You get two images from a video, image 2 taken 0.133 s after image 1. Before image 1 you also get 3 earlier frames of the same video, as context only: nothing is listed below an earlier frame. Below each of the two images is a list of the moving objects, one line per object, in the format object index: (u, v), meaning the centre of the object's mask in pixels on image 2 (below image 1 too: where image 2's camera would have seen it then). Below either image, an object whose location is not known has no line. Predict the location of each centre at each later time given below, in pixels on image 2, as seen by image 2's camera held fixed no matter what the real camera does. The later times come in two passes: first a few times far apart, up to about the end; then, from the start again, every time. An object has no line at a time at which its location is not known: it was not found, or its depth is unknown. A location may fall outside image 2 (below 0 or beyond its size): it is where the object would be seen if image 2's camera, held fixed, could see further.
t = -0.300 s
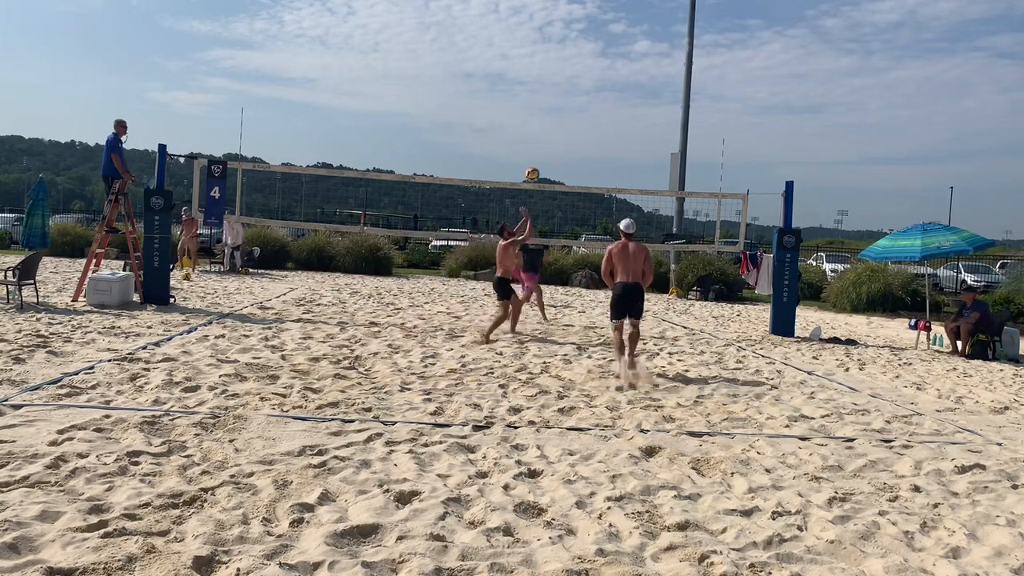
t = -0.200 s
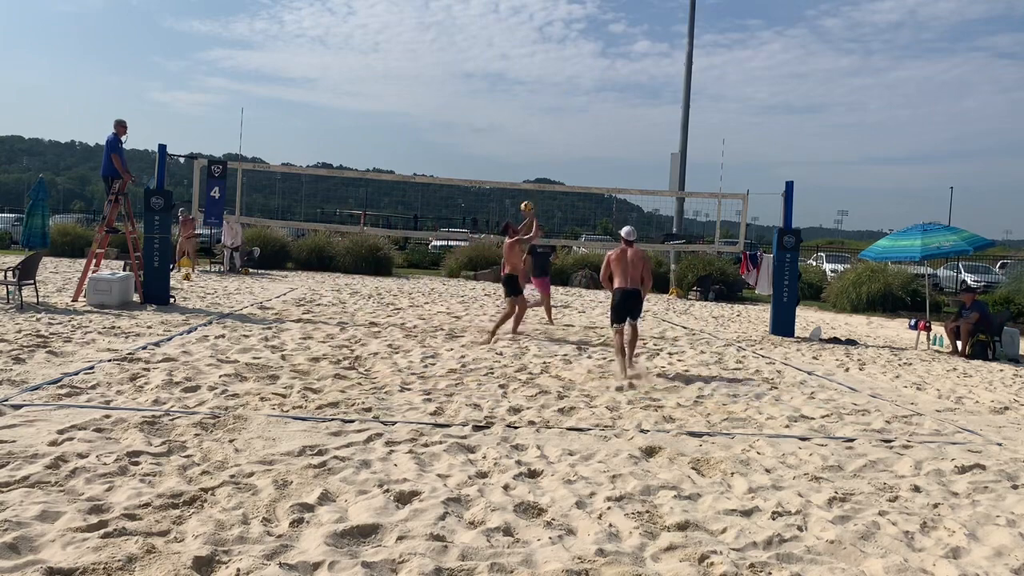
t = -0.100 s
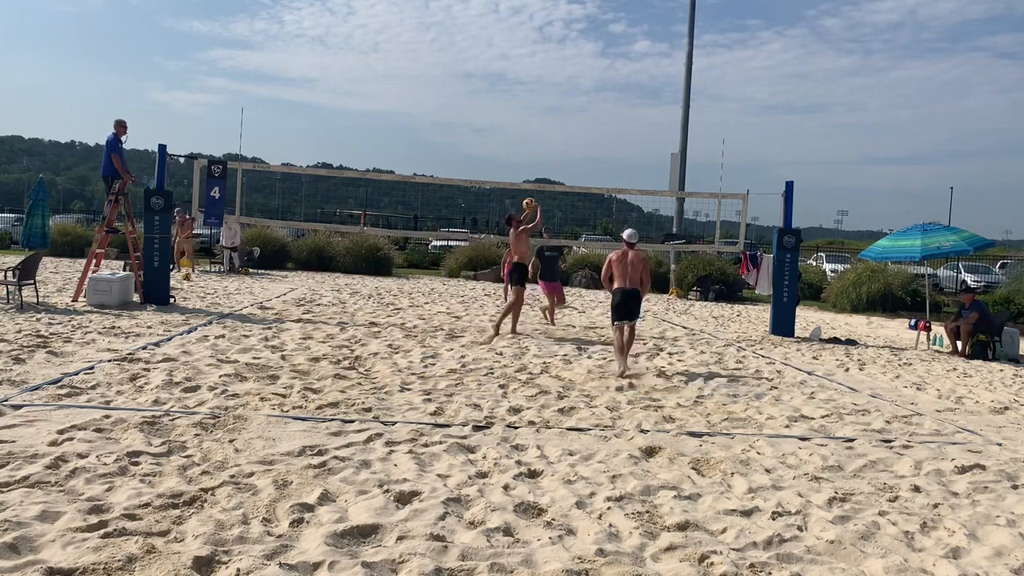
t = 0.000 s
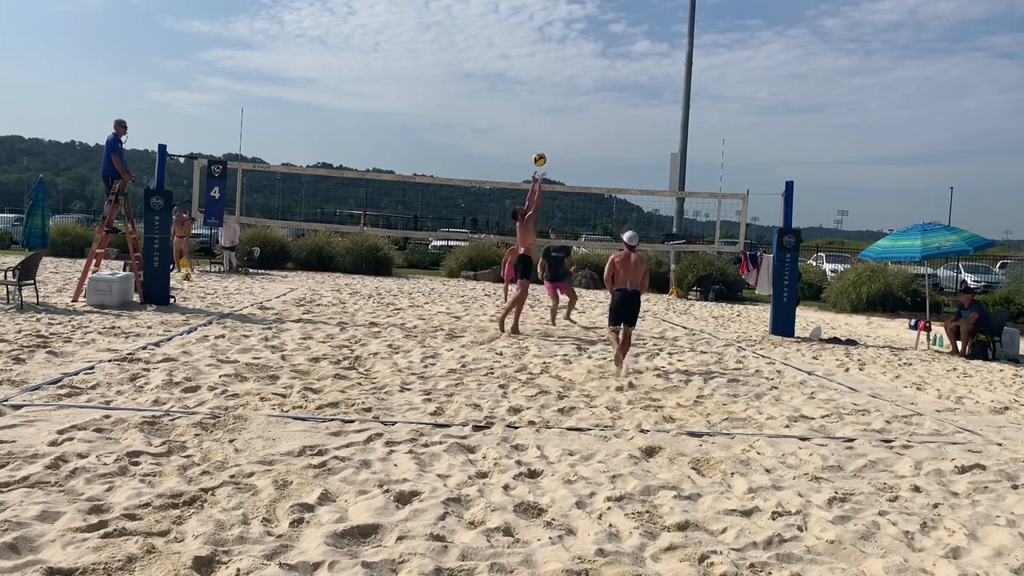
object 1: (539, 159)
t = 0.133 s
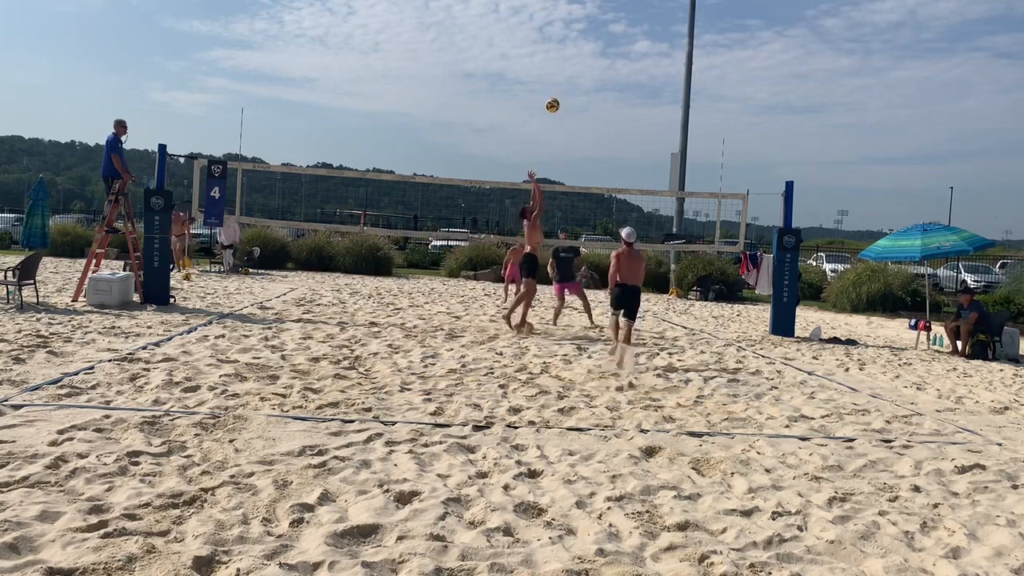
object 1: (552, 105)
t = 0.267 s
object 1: (564, 63)
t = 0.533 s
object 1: (587, 14)
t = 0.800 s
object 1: (607, 13)
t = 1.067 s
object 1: (623, 57)
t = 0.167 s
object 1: (555, 93)
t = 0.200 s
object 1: (559, 82)
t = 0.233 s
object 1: (562, 72)
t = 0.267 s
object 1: (564, 63)
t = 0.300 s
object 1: (568, 54)
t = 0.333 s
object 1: (571, 46)
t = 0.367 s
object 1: (573, 39)
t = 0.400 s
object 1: (576, 33)
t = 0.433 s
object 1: (579, 27)
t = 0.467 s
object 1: (582, 22)
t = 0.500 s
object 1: (585, 17)
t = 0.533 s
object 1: (587, 14)
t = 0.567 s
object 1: (590, 11)
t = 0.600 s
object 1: (592, 10)
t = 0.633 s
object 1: (595, 8)
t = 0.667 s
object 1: (597, 7)
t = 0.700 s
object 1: (600, 7)
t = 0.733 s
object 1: (602, 9)
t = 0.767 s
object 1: (604, 11)
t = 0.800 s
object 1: (607, 13)
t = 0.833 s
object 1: (609, 16)
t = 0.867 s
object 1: (612, 20)
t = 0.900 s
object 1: (614, 25)
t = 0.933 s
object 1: (615, 29)
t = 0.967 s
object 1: (617, 36)
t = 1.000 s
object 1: (620, 42)
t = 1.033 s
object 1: (621, 49)
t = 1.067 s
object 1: (623, 57)
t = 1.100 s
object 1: (625, 66)
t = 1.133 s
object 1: (626, 75)
